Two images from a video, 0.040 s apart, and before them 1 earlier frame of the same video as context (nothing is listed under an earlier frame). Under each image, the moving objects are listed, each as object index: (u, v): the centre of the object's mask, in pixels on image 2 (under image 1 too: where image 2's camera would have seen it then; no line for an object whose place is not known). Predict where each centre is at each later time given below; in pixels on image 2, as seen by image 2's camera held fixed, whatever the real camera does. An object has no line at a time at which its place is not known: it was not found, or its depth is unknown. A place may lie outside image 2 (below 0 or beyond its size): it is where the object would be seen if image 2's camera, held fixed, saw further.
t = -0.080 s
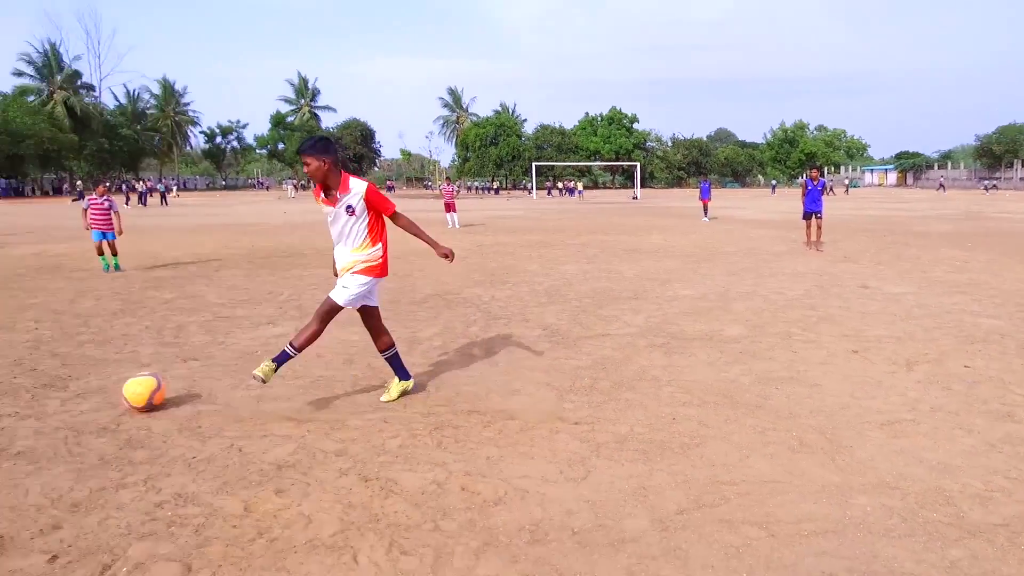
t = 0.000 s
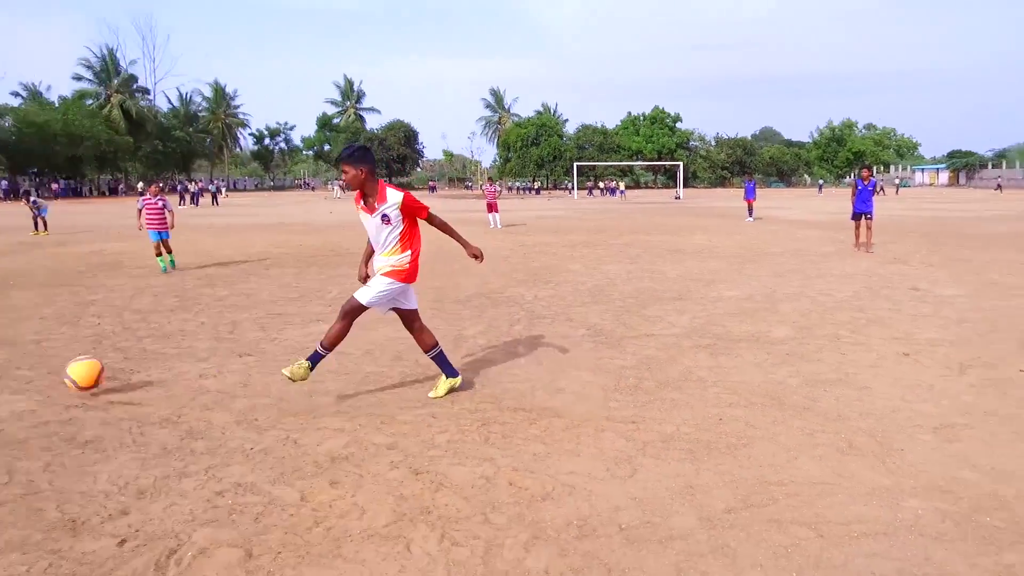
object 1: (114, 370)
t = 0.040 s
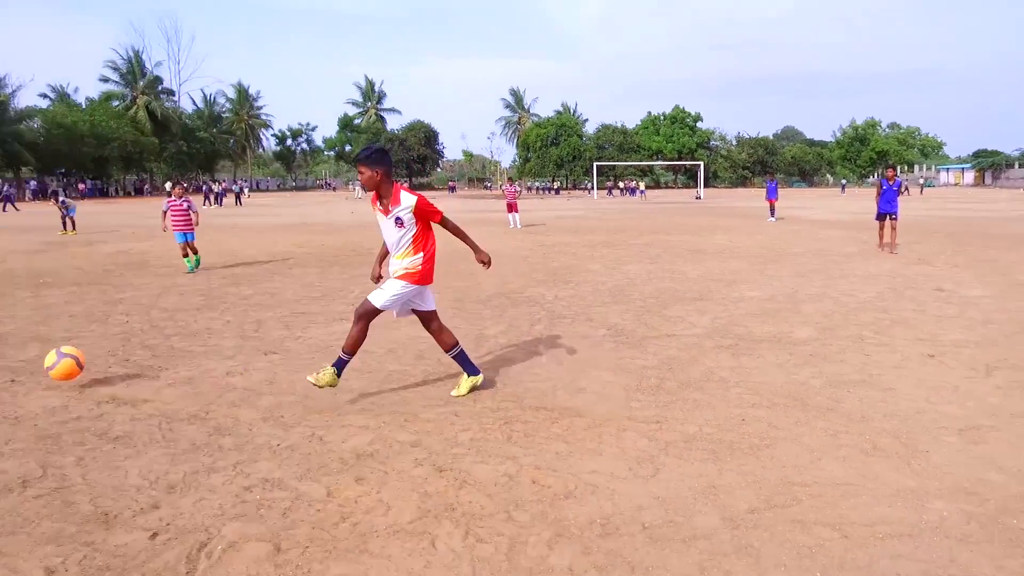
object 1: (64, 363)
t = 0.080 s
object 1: (16, 358)
